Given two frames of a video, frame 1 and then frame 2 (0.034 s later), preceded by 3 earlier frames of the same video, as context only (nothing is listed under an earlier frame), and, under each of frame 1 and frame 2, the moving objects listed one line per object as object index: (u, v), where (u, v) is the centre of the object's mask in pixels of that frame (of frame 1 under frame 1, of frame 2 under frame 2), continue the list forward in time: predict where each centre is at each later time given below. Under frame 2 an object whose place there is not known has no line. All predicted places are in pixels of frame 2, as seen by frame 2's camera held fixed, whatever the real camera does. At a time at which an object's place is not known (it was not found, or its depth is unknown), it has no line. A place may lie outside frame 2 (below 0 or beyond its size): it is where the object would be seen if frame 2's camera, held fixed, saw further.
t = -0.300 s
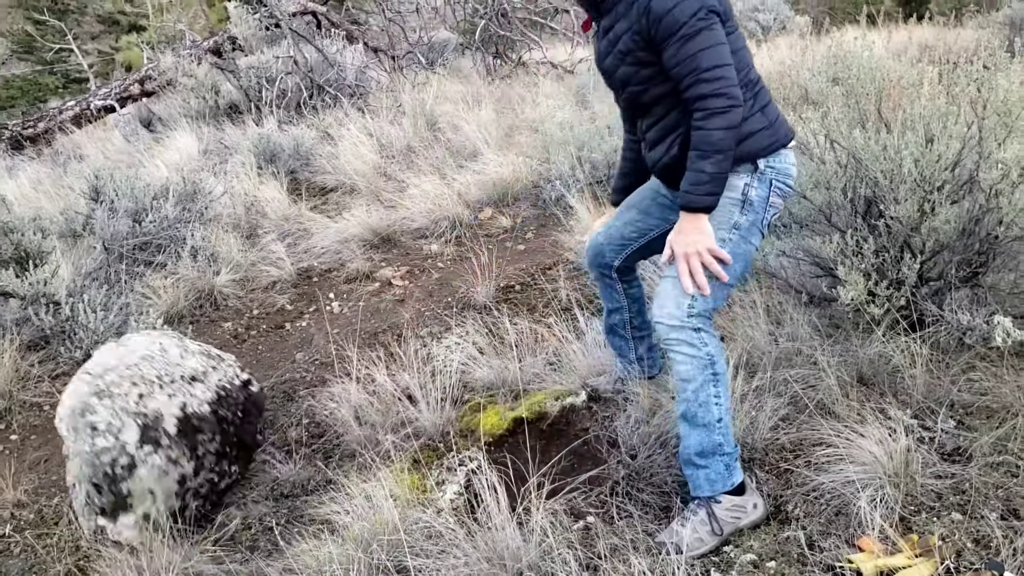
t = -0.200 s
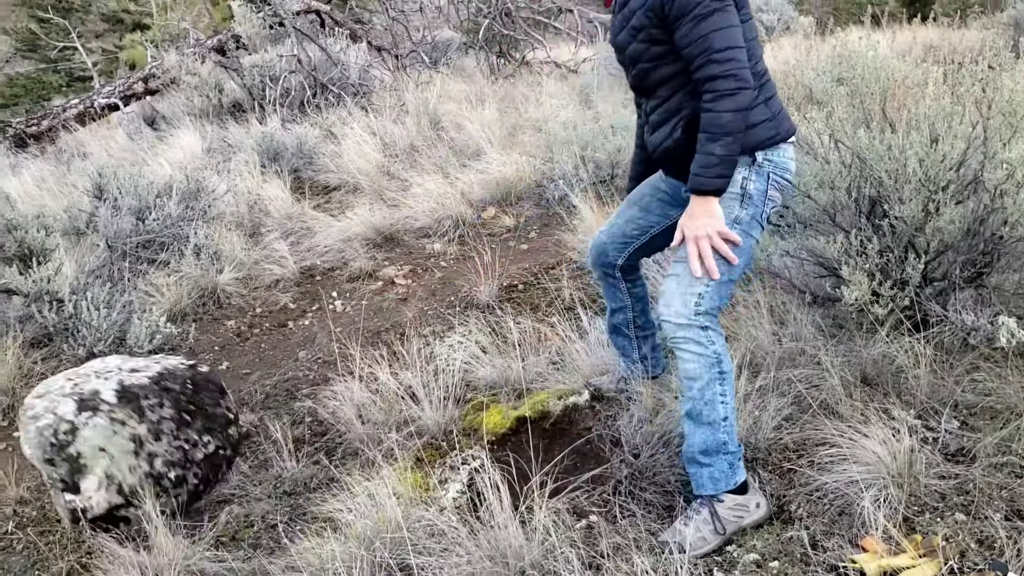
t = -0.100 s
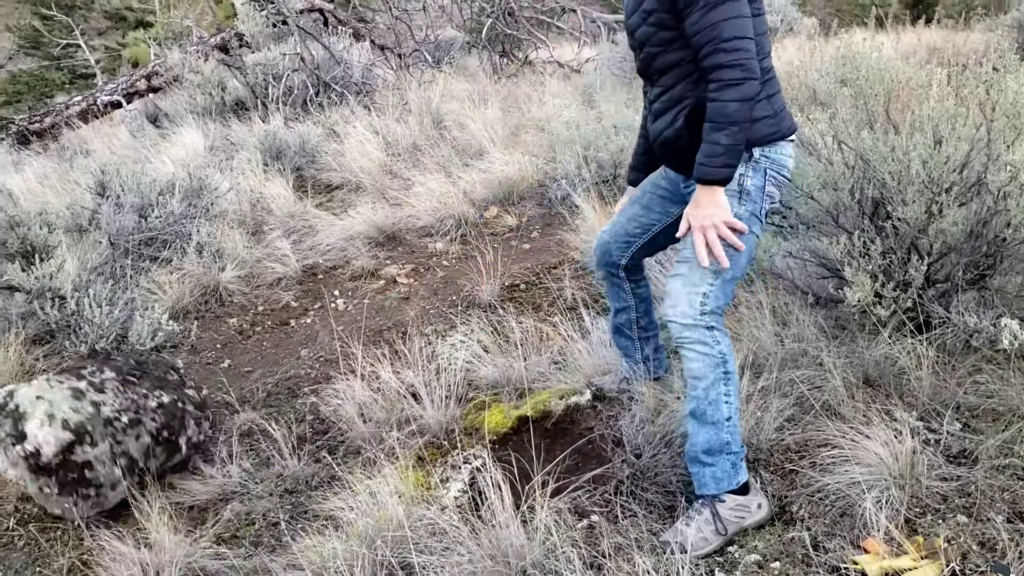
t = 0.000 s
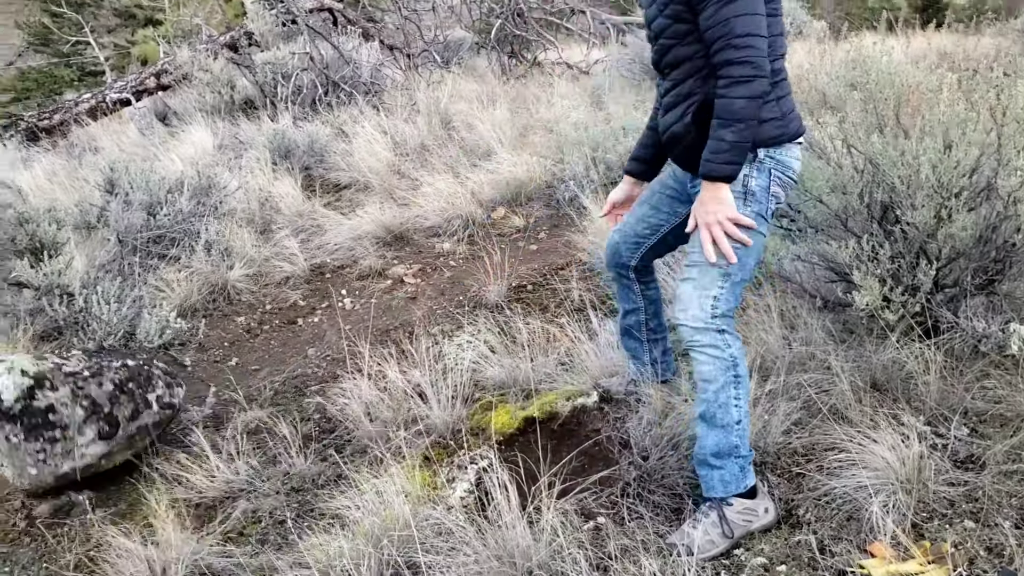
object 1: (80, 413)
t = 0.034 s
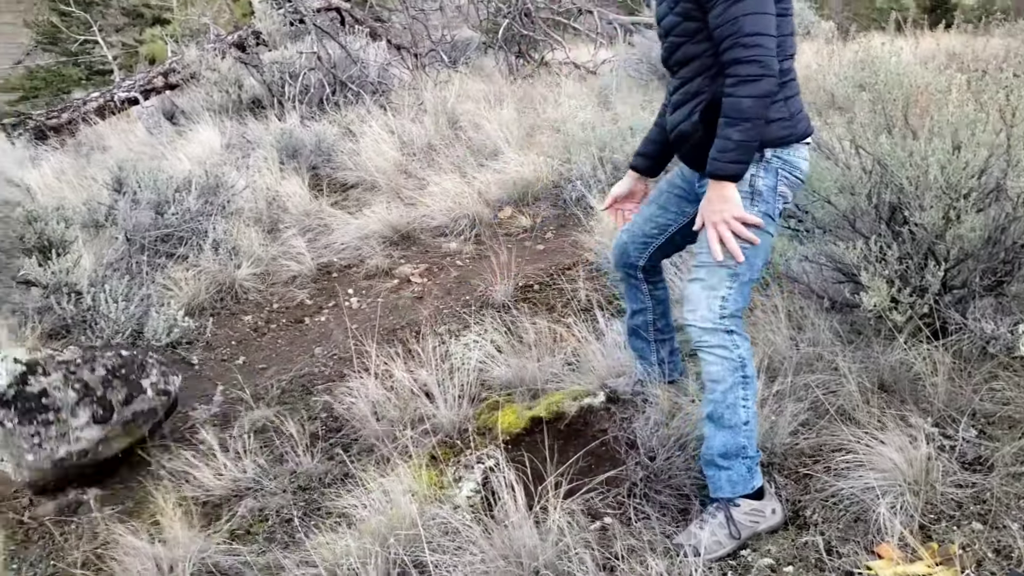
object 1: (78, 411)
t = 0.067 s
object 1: (68, 408)
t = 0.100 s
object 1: (56, 403)
